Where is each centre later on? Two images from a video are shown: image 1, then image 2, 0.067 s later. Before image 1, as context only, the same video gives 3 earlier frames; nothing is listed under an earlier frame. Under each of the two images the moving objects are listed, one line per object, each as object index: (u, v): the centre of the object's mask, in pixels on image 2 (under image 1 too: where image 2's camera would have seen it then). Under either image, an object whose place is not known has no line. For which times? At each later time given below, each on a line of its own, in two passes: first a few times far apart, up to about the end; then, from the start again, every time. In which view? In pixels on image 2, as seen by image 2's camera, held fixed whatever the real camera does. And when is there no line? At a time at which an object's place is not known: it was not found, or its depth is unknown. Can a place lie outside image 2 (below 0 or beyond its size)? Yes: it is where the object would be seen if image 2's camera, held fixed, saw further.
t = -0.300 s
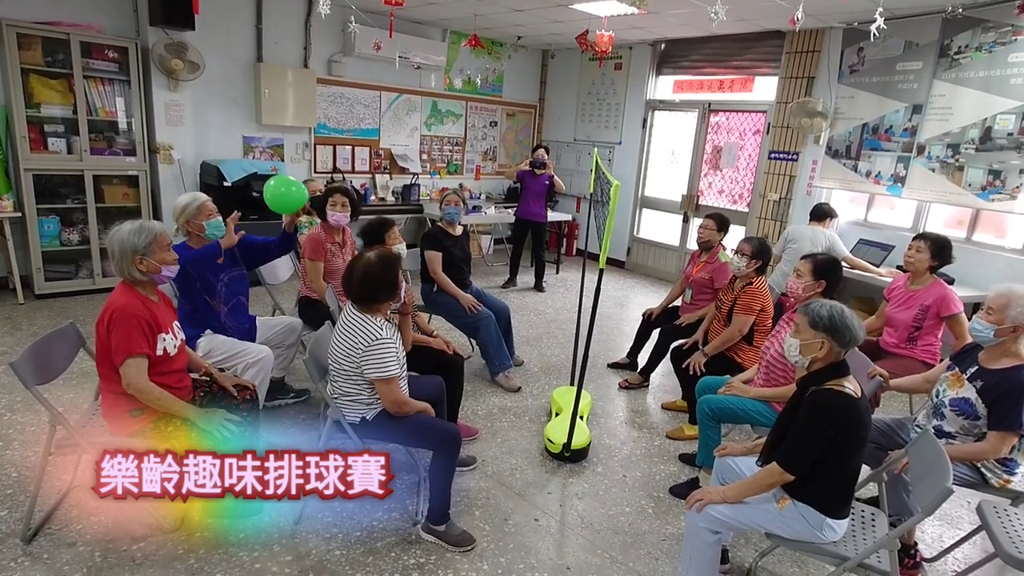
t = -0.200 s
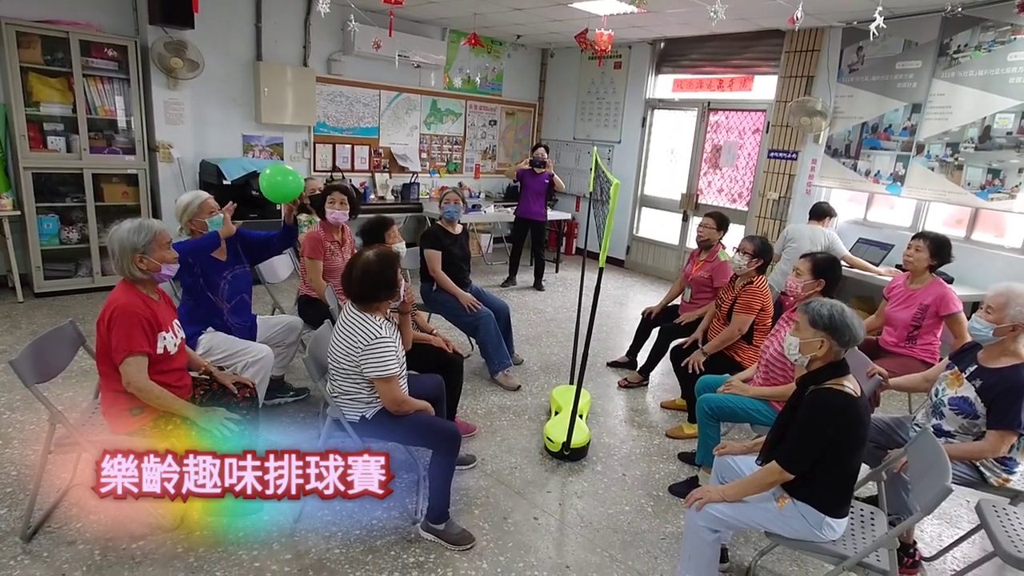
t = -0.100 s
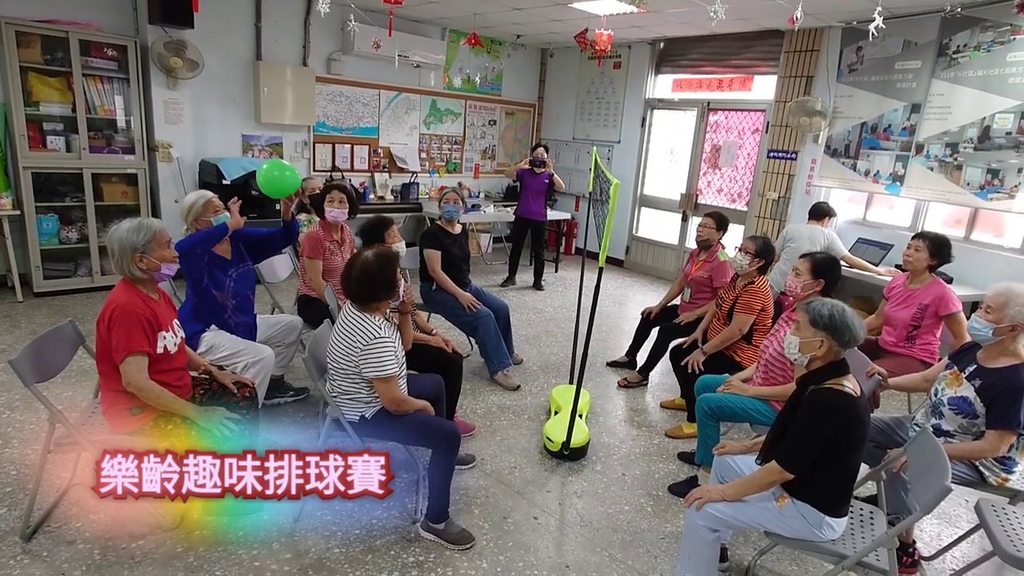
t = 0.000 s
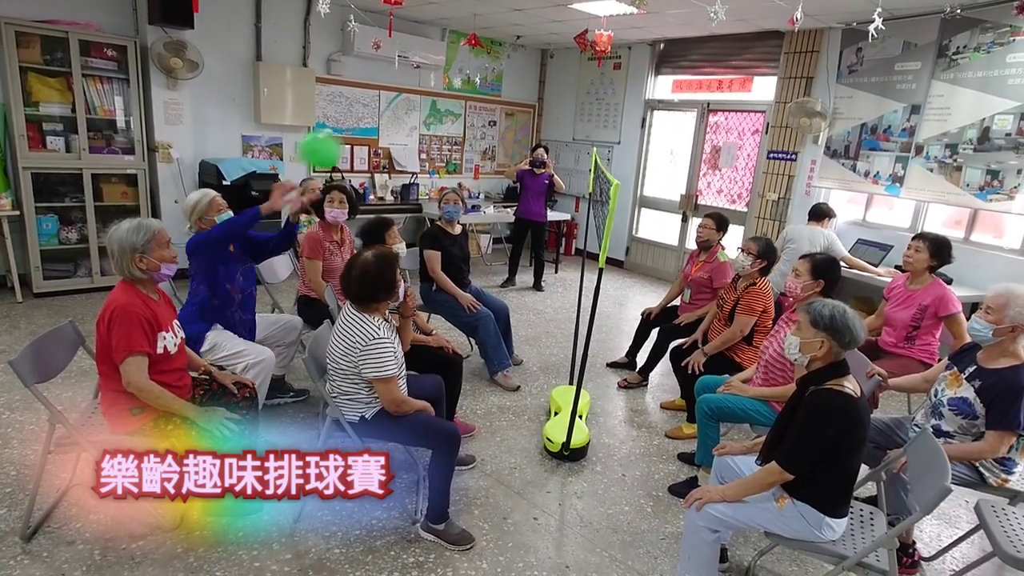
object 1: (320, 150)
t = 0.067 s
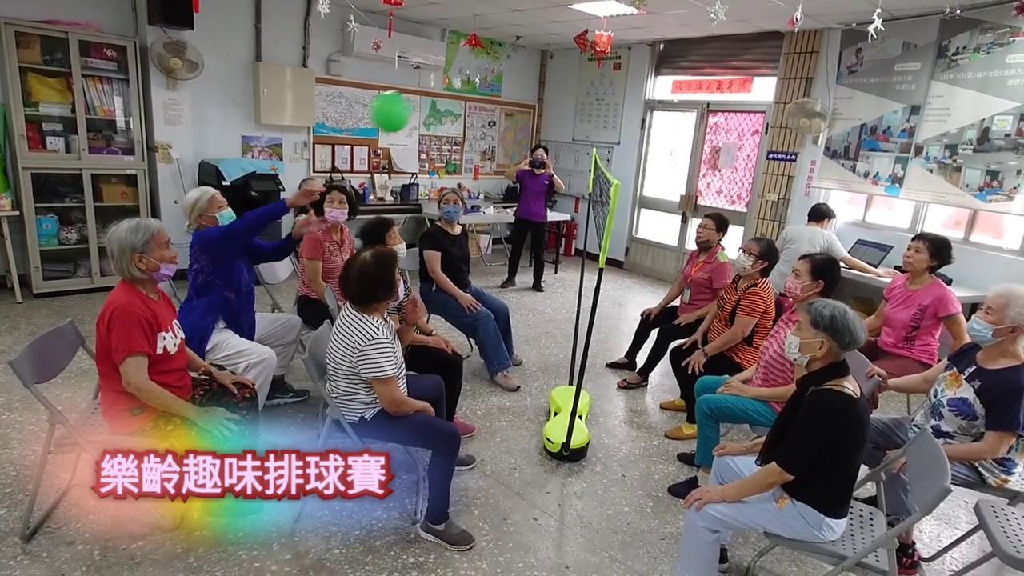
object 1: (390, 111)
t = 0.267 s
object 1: (474, 100)
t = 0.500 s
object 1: (497, 117)
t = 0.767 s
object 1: (504, 159)
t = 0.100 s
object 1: (416, 101)
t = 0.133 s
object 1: (436, 96)
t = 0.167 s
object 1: (450, 95)
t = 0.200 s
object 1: (460, 96)
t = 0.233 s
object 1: (468, 98)
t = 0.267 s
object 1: (474, 100)
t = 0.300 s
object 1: (479, 102)
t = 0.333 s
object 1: (484, 104)
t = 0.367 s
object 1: (488, 106)
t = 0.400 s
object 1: (492, 108)
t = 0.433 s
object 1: (494, 111)
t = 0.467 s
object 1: (496, 114)
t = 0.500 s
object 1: (497, 117)
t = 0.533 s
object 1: (498, 122)
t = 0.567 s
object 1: (498, 127)
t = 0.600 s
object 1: (500, 131)
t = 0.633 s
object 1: (501, 137)
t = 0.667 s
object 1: (501, 142)
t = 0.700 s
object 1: (502, 147)
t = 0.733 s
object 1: (503, 153)
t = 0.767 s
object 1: (504, 159)
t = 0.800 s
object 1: (505, 166)
